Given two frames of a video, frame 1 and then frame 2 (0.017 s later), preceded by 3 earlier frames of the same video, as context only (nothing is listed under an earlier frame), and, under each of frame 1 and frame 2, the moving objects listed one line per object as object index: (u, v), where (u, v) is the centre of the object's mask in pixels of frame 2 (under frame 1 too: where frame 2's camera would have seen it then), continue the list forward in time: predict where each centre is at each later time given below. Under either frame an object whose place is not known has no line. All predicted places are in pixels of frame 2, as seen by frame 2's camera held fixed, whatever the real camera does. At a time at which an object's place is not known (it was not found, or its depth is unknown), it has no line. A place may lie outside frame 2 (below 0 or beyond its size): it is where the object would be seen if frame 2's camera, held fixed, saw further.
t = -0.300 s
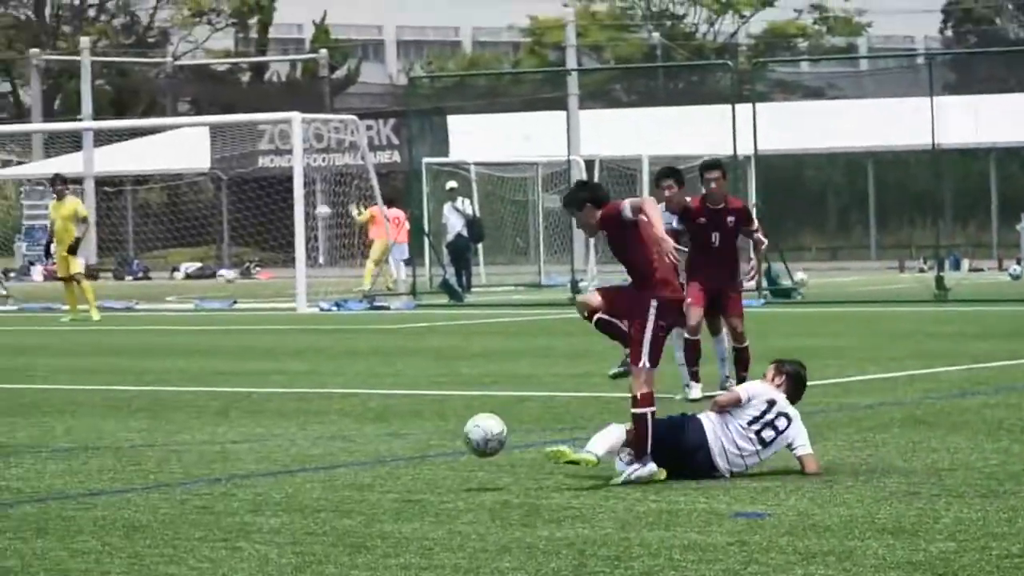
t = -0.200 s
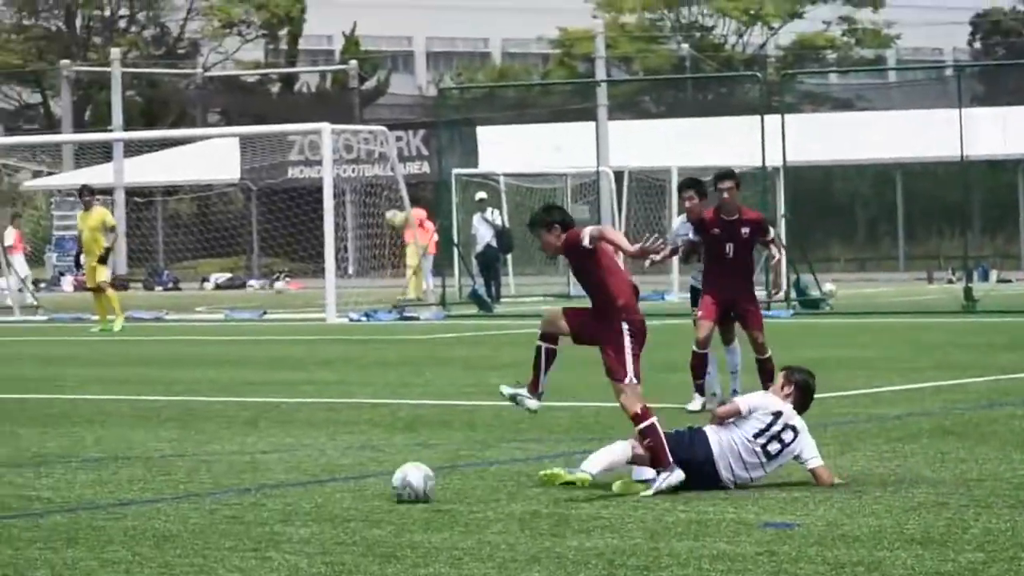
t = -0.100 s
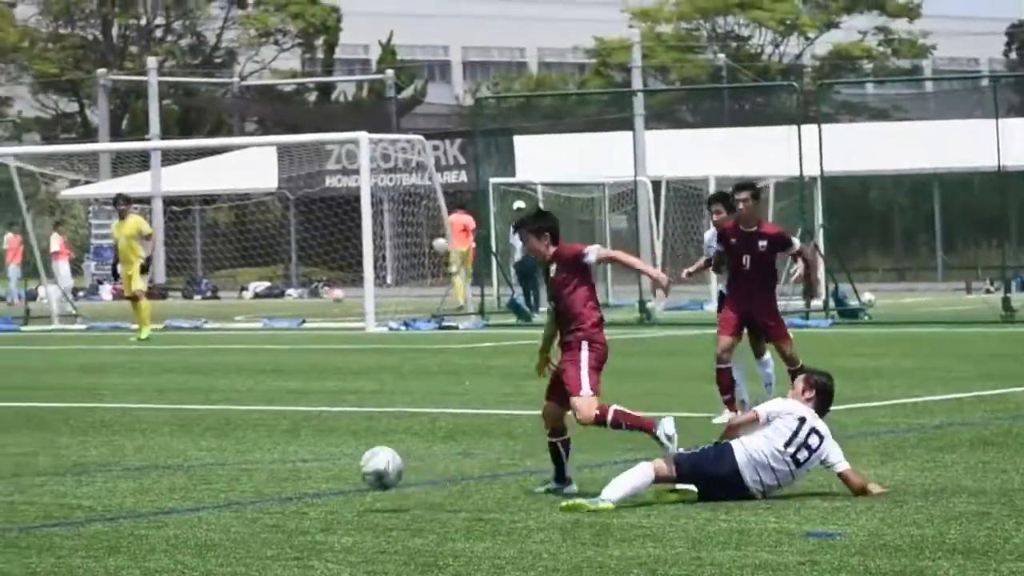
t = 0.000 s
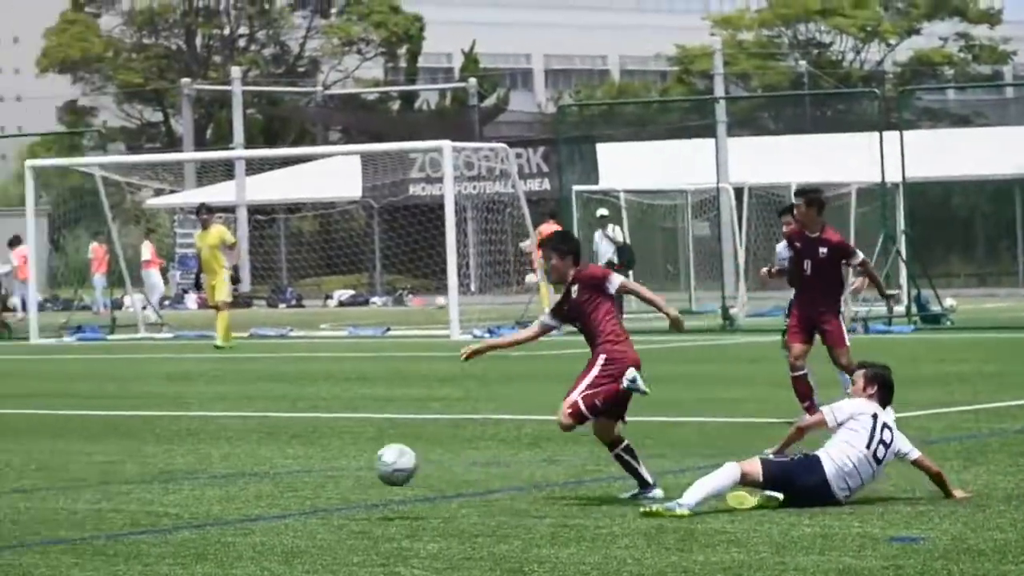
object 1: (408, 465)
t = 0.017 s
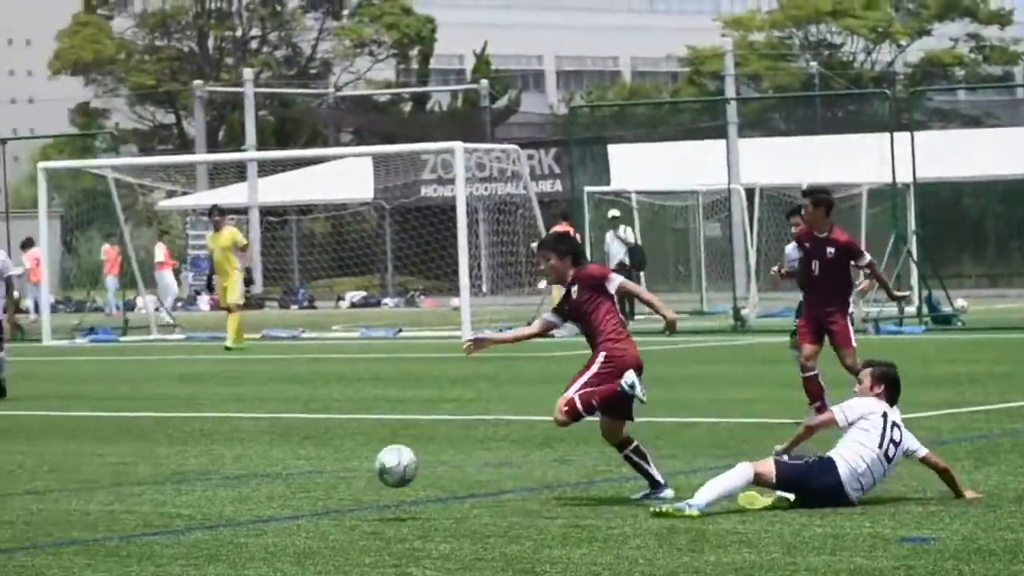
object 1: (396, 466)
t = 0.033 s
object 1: (385, 467)
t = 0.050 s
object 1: (372, 468)
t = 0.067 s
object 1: (359, 469)
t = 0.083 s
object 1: (348, 471)
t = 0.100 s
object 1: (337, 474)
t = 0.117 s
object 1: (325, 478)
